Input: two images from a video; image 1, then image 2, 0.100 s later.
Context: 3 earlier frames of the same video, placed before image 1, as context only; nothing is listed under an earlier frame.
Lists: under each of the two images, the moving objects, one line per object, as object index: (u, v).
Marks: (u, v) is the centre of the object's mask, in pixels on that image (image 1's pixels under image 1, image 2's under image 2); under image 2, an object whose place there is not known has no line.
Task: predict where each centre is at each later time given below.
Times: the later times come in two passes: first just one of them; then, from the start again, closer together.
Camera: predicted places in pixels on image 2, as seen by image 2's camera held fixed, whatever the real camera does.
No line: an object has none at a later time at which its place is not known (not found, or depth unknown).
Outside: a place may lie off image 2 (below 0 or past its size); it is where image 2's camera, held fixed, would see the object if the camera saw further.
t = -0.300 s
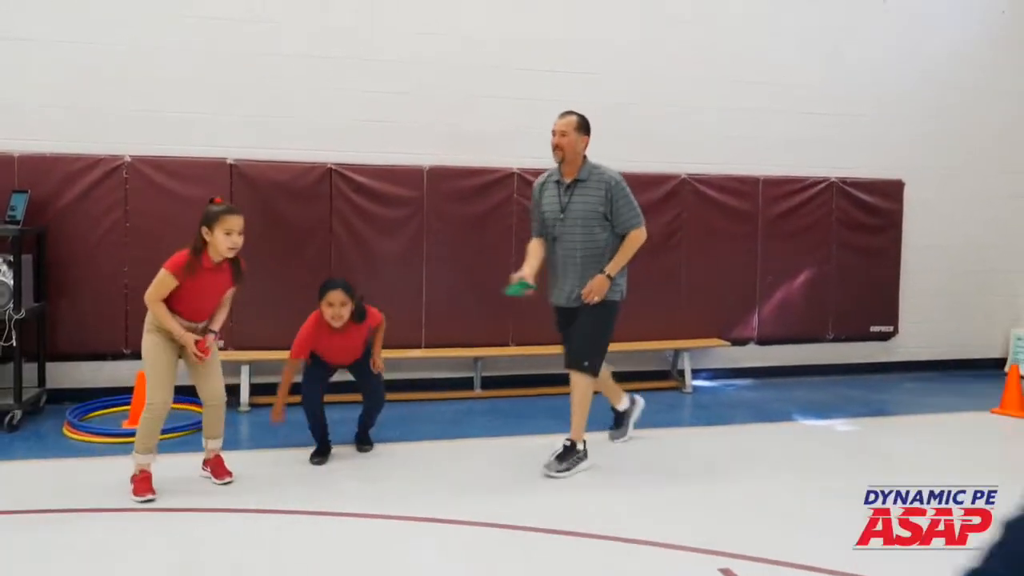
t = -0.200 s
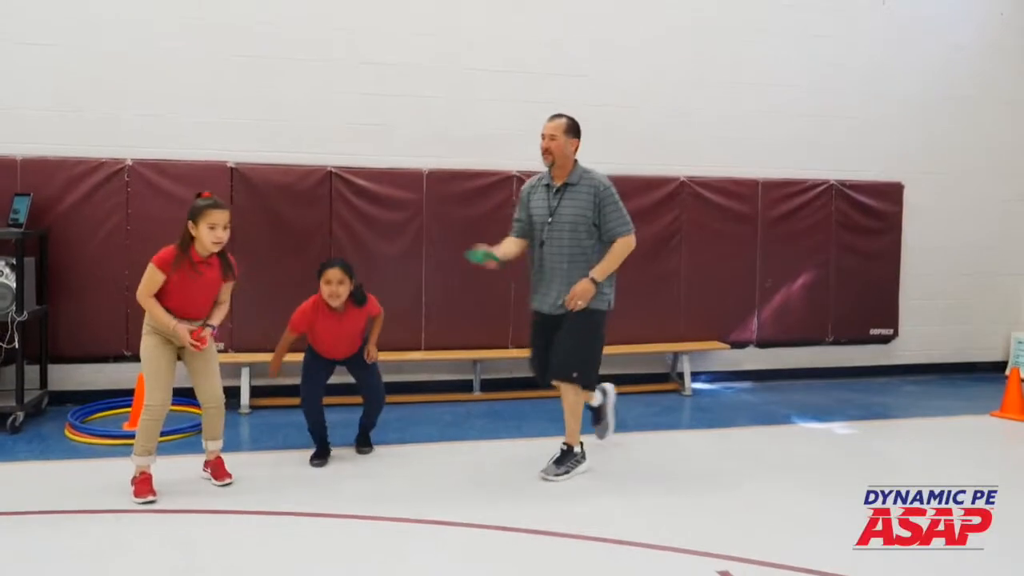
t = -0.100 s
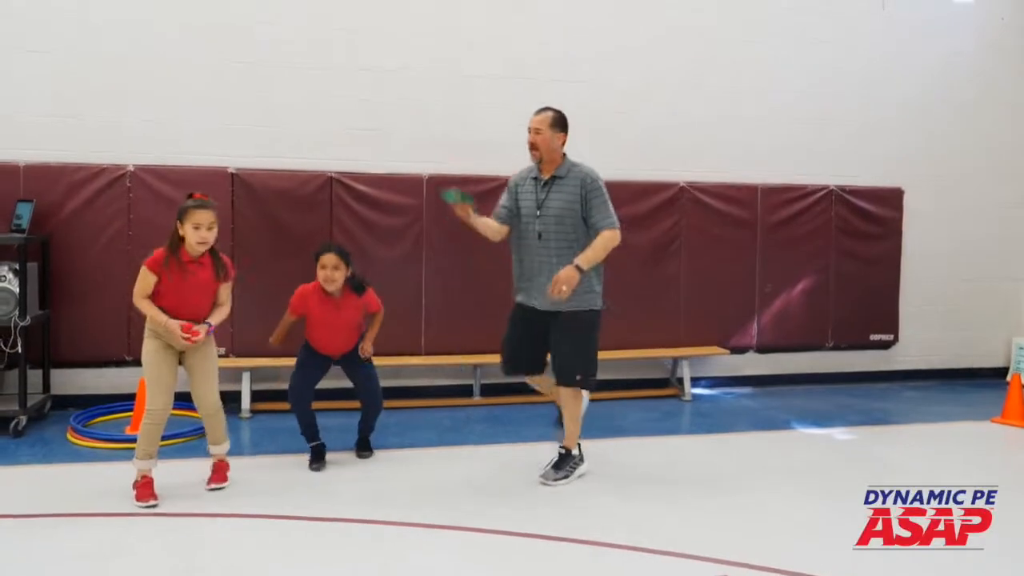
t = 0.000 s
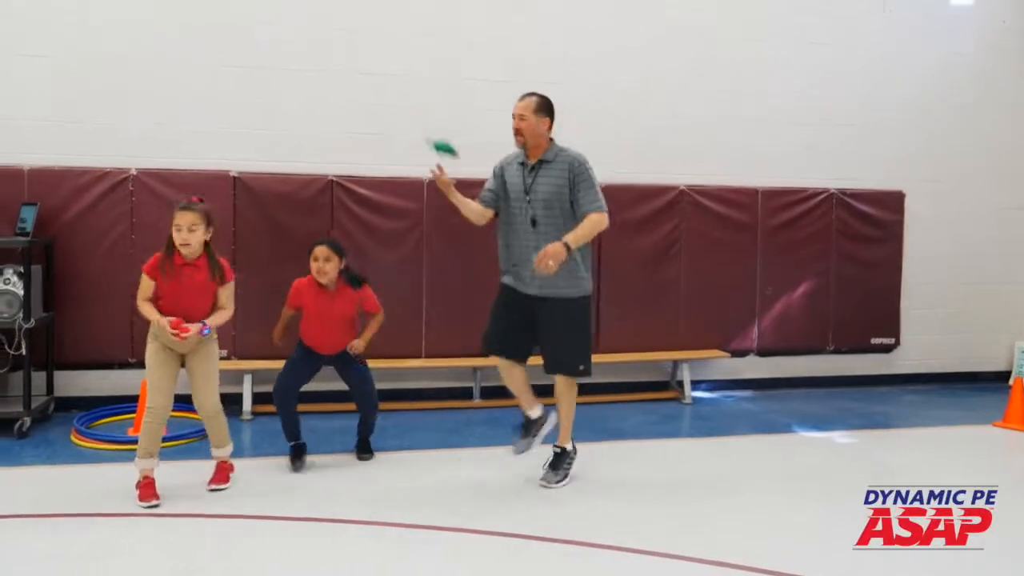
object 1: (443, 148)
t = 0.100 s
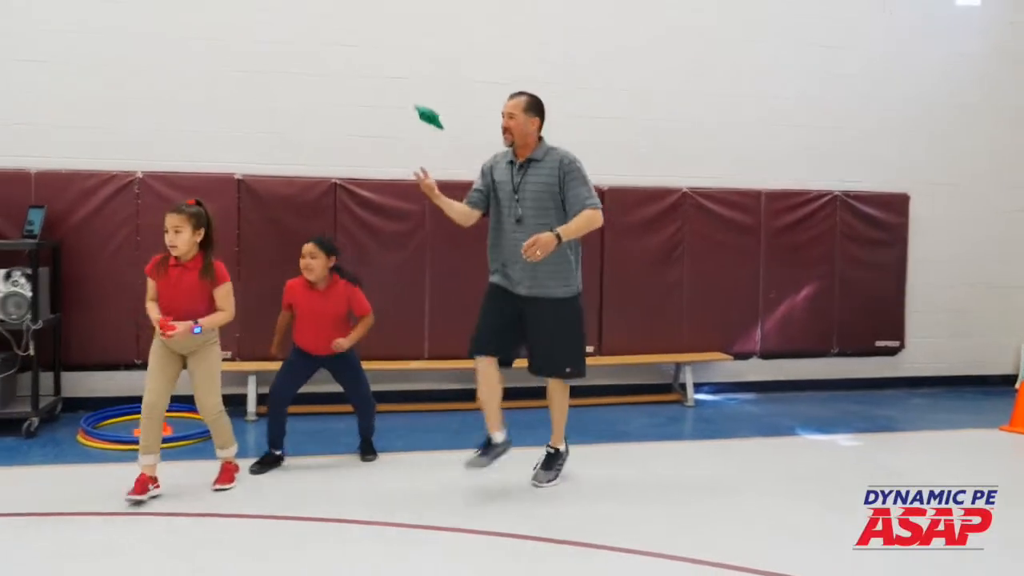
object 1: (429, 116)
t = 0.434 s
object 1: (365, 160)
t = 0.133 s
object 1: (424, 110)
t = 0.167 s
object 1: (419, 105)
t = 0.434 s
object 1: (365, 160)
